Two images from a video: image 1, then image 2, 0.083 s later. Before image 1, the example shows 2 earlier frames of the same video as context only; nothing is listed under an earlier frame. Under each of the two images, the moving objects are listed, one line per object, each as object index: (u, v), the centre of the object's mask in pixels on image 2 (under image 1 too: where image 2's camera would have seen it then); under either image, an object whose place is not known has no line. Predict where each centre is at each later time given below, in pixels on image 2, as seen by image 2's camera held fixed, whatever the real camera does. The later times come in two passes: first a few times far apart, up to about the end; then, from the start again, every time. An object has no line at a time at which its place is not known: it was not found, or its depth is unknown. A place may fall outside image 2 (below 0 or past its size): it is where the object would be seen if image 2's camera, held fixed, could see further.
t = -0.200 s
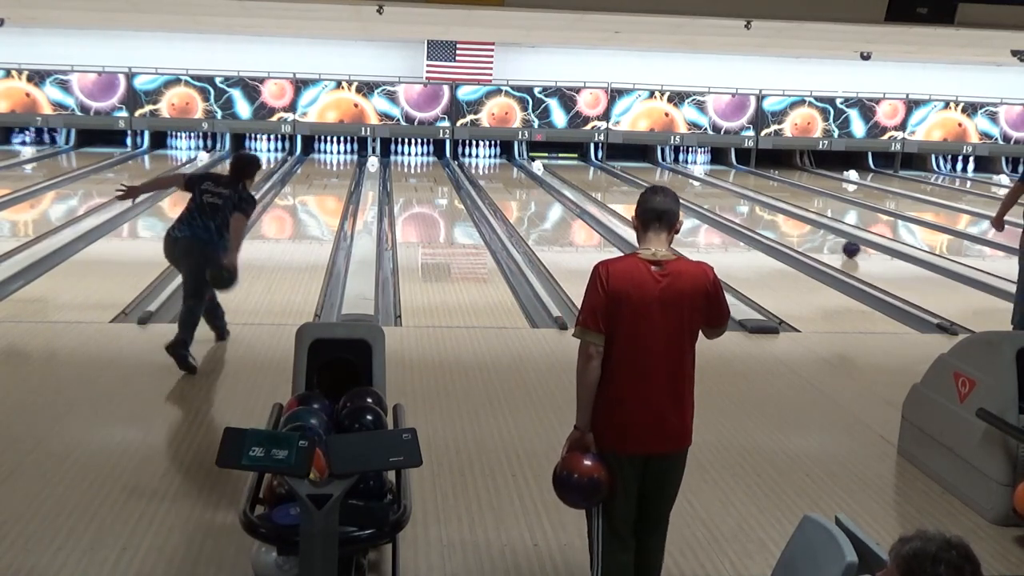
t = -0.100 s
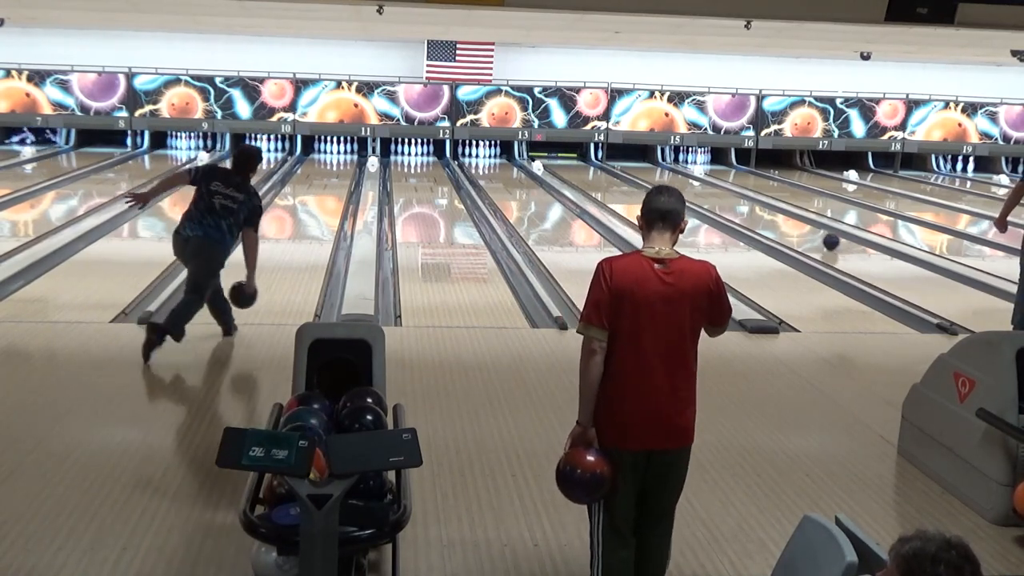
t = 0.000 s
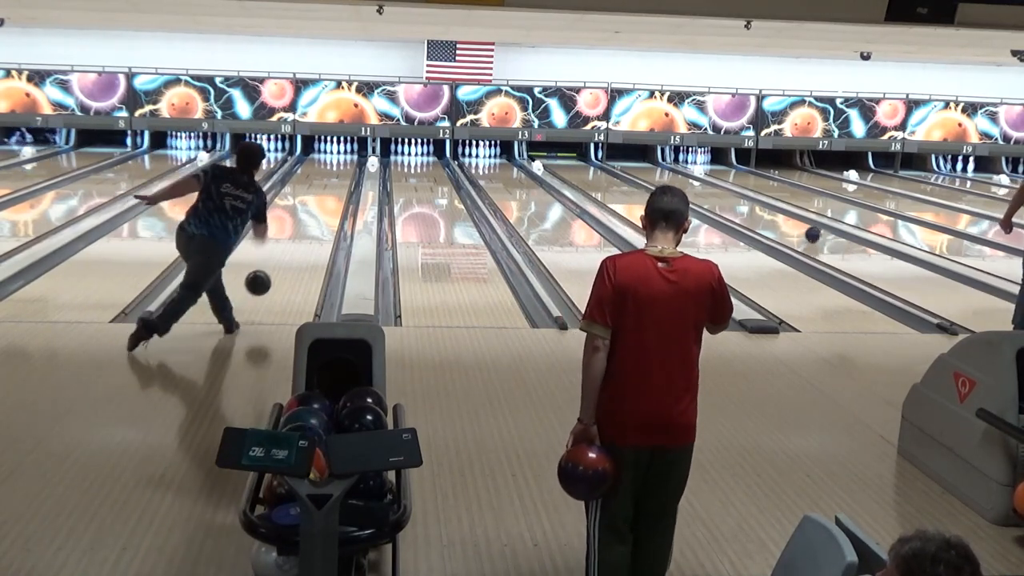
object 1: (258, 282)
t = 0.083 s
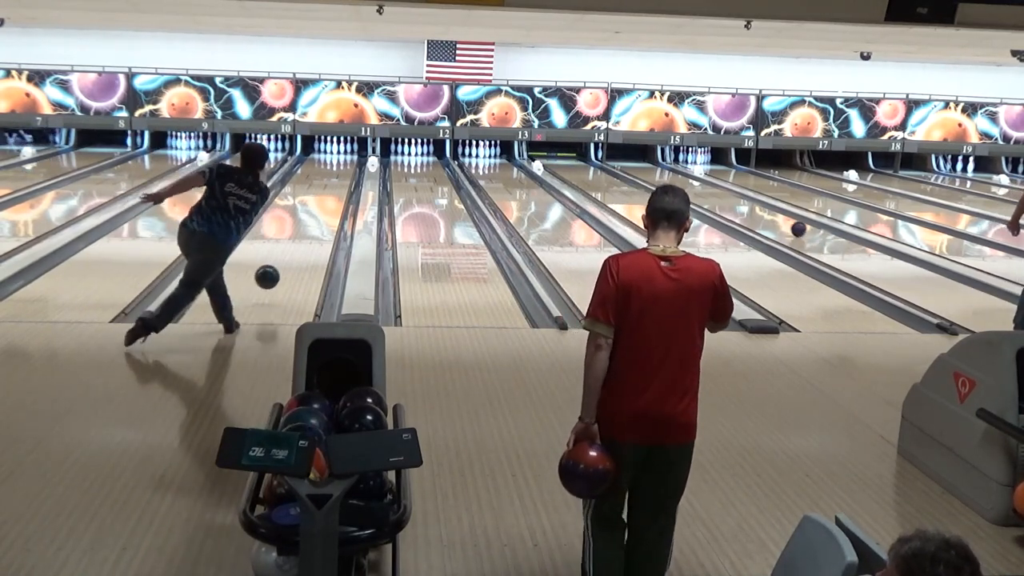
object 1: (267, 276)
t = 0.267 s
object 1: (283, 265)
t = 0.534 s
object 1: (301, 235)
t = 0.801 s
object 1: (314, 214)
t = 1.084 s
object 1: (324, 196)
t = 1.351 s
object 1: (331, 183)
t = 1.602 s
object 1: (336, 173)
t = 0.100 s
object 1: (269, 276)
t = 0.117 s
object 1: (270, 276)
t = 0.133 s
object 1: (272, 277)
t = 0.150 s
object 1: (273, 278)
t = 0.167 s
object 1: (275, 278)
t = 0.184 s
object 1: (276, 277)
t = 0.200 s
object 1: (278, 275)
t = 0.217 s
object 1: (279, 272)
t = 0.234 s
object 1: (281, 270)
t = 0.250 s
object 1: (282, 268)
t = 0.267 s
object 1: (283, 265)
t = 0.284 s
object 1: (285, 263)
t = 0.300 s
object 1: (286, 261)
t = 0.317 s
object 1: (287, 259)
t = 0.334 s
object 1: (288, 257)
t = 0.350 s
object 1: (290, 255)
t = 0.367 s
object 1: (291, 253)
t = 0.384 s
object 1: (292, 251)
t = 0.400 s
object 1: (293, 249)
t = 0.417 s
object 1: (294, 247)
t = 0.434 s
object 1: (295, 246)
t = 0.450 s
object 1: (296, 244)
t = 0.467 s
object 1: (297, 242)
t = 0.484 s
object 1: (298, 240)
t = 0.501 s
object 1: (299, 239)
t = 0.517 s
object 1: (300, 237)
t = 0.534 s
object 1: (301, 235)
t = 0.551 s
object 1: (302, 234)
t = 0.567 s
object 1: (303, 232)
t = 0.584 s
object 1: (304, 231)
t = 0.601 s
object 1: (304, 230)
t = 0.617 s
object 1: (305, 228)
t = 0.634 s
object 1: (306, 227)
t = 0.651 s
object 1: (307, 225)
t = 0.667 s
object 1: (308, 224)
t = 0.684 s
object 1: (309, 223)
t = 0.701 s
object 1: (310, 221)
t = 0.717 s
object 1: (310, 220)
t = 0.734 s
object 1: (311, 219)
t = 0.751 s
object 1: (312, 218)
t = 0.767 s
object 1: (313, 217)
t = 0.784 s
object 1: (313, 215)
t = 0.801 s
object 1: (314, 214)
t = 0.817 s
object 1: (315, 213)
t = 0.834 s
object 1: (315, 211)
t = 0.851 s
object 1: (316, 210)
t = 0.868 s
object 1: (316, 209)
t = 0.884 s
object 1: (317, 208)
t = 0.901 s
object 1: (318, 207)
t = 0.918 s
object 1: (318, 206)
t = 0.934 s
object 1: (319, 205)
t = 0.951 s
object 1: (320, 204)
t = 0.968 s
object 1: (320, 203)
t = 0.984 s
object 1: (321, 202)
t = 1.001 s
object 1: (321, 201)
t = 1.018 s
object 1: (322, 200)
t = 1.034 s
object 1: (322, 199)
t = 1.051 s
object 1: (323, 198)
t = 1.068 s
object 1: (323, 197)
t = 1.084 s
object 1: (324, 196)
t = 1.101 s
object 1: (324, 195)
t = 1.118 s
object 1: (325, 194)
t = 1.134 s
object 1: (325, 193)
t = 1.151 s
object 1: (326, 192)
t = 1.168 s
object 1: (326, 191)
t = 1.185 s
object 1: (327, 191)
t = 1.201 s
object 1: (327, 190)
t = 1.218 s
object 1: (327, 189)
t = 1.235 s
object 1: (328, 188)
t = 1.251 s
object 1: (328, 188)
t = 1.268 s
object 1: (329, 187)
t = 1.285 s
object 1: (329, 186)
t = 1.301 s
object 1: (330, 185)
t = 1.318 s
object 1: (330, 184)
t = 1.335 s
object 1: (330, 184)
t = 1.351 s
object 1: (331, 183)
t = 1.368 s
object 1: (331, 182)
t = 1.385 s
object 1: (331, 182)
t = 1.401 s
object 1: (332, 181)
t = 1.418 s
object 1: (332, 180)
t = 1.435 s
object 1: (333, 179)
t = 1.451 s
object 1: (333, 179)
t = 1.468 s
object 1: (333, 178)
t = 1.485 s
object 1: (334, 177)
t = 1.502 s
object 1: (334, 177)
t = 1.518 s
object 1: (334, 176)
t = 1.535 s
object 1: (335, 175)
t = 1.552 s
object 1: (335, 175)
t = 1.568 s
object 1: (335, 174)
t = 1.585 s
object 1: (336, 173)
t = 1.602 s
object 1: (336, 173)
